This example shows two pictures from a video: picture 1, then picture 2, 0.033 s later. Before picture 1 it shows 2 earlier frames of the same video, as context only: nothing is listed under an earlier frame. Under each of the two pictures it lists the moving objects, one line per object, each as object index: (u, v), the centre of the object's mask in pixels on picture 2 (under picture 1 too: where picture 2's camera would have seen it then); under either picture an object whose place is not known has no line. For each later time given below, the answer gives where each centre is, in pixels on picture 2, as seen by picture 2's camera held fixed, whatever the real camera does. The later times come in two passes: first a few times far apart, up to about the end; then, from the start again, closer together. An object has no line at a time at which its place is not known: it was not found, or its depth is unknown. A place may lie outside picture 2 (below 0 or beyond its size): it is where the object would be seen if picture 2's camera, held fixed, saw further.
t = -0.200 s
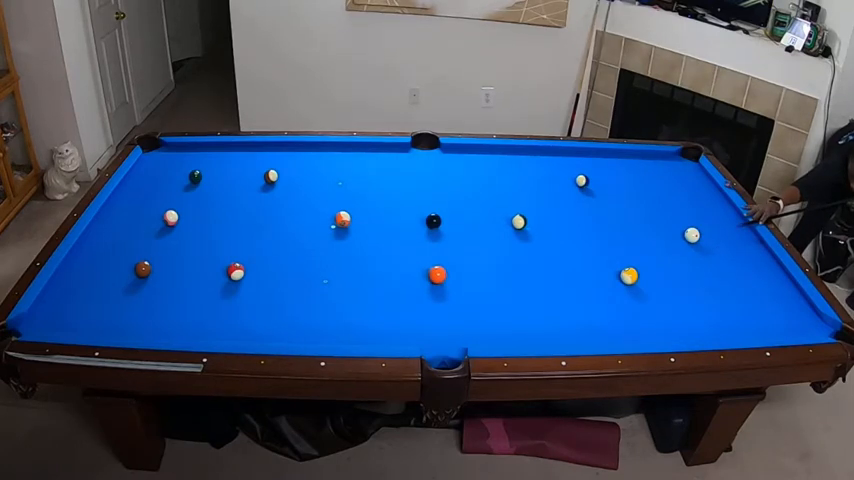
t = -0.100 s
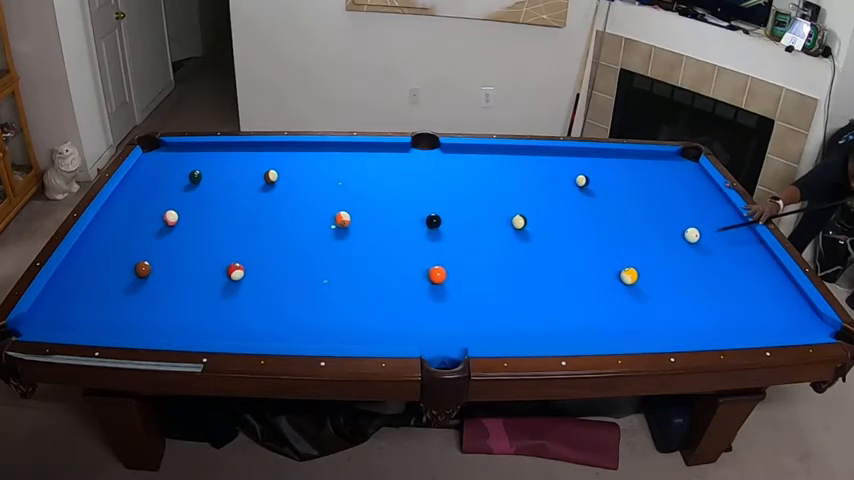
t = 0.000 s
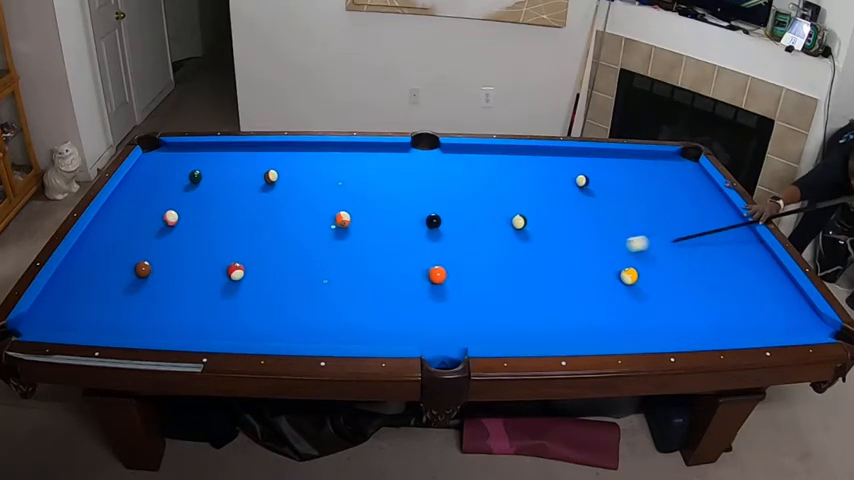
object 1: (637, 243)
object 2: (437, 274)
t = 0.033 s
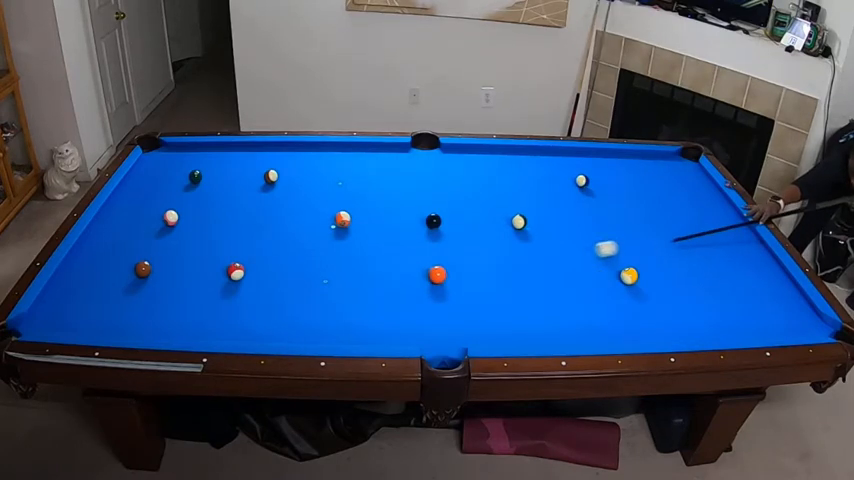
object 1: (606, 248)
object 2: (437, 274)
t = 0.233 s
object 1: (453, 272)
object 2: (386, 281)
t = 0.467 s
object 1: (439, 276)
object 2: (160, 309)
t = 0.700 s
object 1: (425, 279)
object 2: (6, 337)
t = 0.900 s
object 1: (415, 281)
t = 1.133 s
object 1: (404, 283)
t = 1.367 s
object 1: (396, 284)
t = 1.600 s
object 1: (388, 286)
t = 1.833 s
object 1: (381, 287)
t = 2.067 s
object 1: (376, 288)
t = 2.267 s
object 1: (373, 288)
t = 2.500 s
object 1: (371, 289)
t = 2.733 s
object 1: (371, 289)
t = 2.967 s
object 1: (371, 289)
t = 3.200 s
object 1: (371, 288)
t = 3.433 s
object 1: (371, 288)
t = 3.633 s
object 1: (371, 288)
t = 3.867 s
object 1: (372, 289)
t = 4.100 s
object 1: (372, 288)
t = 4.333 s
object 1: (372, 289)
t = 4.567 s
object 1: (372, 289)
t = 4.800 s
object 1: (372, 289)
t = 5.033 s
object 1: (371, 289)
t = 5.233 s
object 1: (372, 289)
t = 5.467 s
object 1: (371, 289)
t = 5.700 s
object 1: (372, 289)
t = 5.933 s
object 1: (372, 289)
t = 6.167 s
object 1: (371, 289)
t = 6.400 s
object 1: (371, 289)
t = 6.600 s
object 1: (371, 289)
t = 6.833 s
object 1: (371, 289)
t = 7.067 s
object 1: (372, 289)
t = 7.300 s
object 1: (371, 289)
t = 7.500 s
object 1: (371, 289)
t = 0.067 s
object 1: (574, 254)
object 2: (437, 274)
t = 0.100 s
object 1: (541, 259)
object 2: (437, 274)
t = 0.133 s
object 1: (507, 264)
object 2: (437, 274)
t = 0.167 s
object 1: (472, 269)
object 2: (437, 274)
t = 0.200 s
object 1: (454, 272)
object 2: (420, 276)
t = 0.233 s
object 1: (453, 272)
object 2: (386, 281)
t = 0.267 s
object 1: (451, 273)
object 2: (352, 285)
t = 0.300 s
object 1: (449, 274)
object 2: (318, 290)
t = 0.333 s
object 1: (447, 274)
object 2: (285, 294)
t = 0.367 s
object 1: (445, 275)
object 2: (252, 298)
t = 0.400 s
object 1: (443, 275)
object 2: (220, 302)
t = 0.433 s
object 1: (441, 275)
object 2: (190, 305)
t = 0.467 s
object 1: (439, 276)
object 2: (160, 309)
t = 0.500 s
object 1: (437, 276)
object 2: (131, 312)
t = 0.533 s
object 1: (435, 277)
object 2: (104, 316)
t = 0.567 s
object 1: (433, 277)
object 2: (78, 318)
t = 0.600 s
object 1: (431, 278)
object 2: (53, 321)
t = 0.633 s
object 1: (429, 278)
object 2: (30, 323)
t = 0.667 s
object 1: (427, 278)
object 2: (11, 328)
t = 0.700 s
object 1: (425, 279)
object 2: (6, 337)
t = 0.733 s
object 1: (423, 279)
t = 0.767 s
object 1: (422, 279)
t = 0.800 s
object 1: (420, 280)
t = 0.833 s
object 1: (418, 280)
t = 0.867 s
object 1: (417, 280)
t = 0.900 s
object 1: (415, 281)
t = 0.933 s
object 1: (413, 281)
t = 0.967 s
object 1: (412, 281)
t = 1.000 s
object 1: (410, 282)
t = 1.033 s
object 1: (409, 282)
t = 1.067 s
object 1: (407, 282)
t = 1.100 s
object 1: (406, 283)
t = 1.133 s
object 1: (404, 283)
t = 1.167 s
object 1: (403, 283)
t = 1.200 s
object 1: (401, 283)
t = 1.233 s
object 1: (400, 283)
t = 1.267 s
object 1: (399, 284)
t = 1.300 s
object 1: (397, 284)
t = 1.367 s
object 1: (396, 284)
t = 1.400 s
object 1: (395, 285)
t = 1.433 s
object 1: (394, 285)
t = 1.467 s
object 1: (393, 285)
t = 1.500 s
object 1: (391, 285)
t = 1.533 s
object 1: (390, 286)
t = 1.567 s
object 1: (389, 286)
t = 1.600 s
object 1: (388, 286)
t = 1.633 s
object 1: (387, 286)
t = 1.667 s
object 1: (386, 286)
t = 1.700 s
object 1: (385, 287)
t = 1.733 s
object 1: (384, 287)
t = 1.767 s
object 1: (383, 287)
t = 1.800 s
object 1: (383, 287)
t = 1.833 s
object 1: (381, 287)
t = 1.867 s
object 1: (380, 287)
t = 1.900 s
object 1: (380, 287)
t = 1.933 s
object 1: (379, 287)
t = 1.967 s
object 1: (378, 287)
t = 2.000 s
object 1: (378, 288)
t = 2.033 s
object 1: (377, 288)
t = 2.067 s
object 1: (376, 288)
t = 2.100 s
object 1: (376, 288)
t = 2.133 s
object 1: (375, 288)
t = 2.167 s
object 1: (374, 288)
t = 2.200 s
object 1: (374, 288)
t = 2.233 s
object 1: (373, 288)
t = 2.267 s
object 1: (373, 288)
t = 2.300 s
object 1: (373, 288)
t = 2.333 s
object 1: (372, 288)
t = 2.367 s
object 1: (372, 288)
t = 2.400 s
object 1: (372, 289)
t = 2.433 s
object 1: (371, 289)
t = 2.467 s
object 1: (371, 289)
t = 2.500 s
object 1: (371, 289)
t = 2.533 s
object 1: (371, 289)
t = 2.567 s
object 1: (371, 289)
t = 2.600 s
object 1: (371, 289)
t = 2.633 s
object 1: (371, 289)
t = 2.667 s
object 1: (371, 289)
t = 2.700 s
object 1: (371, 289)
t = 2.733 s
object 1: (371, 289)
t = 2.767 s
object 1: (371, 289)
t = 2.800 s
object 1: (371, 289)
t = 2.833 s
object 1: (371, 289)
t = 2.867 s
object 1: (371, 289)
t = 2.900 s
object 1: (371, 289)
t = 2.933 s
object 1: (371, 289)
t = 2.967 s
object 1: (371, 289)
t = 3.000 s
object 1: (371, 289)
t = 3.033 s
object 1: (371, 289)
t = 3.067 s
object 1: (371, 288)
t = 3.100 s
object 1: (371, 289)
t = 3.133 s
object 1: (371, 288)
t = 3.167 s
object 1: (371, 288)
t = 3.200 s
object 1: (371, 288)
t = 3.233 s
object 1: (371, 288)
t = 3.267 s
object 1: (371, 288)
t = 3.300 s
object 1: (371, 288)
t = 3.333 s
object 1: (371, 288)
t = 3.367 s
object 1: (371, 288)
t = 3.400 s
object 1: (371, 288)
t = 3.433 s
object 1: (371, 288)
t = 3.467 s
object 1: (371, 288)
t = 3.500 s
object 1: (371, 288)
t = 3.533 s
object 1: (371, 288)
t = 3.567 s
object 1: (371, 288)
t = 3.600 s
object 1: (371, 289)
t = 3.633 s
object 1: (371, 288)
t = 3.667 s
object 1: (371, 289)
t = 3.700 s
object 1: (372, 288)
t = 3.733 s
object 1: (371, 289)
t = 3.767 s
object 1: (371, 289)
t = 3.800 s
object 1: (372, 288)
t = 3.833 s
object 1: (371, 289)
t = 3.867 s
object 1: (372, 289)
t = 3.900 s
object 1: (371, 289)
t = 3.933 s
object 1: (372, 288)
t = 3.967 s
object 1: (372, 288)
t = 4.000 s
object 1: (372, 288)
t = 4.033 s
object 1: (372, 288)
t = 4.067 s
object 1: (372, 288)
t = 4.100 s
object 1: (372, 288)
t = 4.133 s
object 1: (372, 288)
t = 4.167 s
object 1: (372, 288)
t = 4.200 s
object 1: (372, 288)
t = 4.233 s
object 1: (372, 288)
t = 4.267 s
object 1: (372, 289)
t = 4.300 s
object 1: (372, 289)
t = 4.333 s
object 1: (372, 289)
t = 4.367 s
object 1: (372, 289)
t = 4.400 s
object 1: (372, 289)
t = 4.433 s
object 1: (372, 289)
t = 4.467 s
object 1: (372, 289)
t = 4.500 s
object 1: (372, 289)
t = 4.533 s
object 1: (372, 289)
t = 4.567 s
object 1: (372, 289)
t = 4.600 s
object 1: (372, 289)
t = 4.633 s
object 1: (372, 289)
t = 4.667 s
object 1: (372, 288)
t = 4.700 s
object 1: (372, 289)
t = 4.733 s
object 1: (372, 288)
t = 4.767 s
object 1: (372, 289)
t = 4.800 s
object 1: (372, 289)
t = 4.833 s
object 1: (372, 288)
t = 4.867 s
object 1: (372, 288)
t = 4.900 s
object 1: (372, 288)
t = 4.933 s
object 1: (371, 289)
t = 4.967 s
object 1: (371, 289)
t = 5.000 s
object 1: (371, 289)
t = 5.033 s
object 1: (371, 289)
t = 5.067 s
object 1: (371, 289)
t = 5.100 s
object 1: (371, 289)
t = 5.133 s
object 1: (371, 289)
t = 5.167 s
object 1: (371, 289)
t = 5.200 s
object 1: (371, 289)
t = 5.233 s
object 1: (372, 289)
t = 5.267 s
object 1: (371, 289)
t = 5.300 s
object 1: (371, 289)
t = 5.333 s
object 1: (371, 289)
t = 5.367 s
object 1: (371, 289)
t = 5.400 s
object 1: (371, 289)
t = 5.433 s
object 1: (371, 289)
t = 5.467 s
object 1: (371, 289)
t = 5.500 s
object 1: (371, 289)
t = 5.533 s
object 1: (371, 289)
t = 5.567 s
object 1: (372, 289)
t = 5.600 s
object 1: (371, 289)
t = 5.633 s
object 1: (371, 289)
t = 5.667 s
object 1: (371, 289)
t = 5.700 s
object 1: (372, 289)
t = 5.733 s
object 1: (372, 289)
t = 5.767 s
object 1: (371, 289)
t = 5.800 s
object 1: (372, 289)
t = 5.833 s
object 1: (372, 289)
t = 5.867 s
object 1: (372, 289)
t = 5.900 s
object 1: (372, 289)
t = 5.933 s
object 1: (372, 289)
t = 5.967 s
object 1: (372, 289)
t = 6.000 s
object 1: (372, 289)
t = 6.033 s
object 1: (372, 289)
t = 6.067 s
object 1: (372, 289)
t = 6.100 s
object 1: (372, 289)
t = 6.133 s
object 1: (372, 289)
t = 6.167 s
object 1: (371, 289)
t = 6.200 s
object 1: (372, 289)
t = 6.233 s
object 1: (371, 289)
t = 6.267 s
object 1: (371, 289)
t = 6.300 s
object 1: (371, 289)
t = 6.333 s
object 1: (371, 289)
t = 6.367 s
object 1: (371, 289)
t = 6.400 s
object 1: (371, 289)
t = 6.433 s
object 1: (371, 289)
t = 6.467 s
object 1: (371, 289)
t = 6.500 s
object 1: (371, 289)
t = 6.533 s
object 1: (371, 289)
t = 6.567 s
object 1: (371, 289)
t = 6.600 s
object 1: (371, 289)
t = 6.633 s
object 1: (371, 289)
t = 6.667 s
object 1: (371, 289)
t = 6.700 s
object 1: (371, 289)
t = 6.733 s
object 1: (371, 289)
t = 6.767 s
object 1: (372, 289)
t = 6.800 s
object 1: (371, 289)
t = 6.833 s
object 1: (371, 289)
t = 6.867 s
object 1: (371, 289)
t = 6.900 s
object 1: (372, 289)
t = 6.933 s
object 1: (371, 289)
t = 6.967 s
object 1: (372, 289)
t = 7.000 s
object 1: (372, 289)
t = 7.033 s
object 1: (371, 289)
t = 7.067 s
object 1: (372, 289)
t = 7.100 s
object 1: (372, 289)
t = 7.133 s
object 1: (372, 289)
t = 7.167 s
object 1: (371, 289)
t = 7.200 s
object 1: (372, 289)
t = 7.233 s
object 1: (371, 289)
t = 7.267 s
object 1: (371, 289)
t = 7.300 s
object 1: (371, 289)
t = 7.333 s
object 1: (371, 289)
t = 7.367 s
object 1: (371, 289)
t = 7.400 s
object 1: (372, 289)
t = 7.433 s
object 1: (372, 289)
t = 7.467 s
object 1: (372, 289)
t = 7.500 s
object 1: (371, 289)
